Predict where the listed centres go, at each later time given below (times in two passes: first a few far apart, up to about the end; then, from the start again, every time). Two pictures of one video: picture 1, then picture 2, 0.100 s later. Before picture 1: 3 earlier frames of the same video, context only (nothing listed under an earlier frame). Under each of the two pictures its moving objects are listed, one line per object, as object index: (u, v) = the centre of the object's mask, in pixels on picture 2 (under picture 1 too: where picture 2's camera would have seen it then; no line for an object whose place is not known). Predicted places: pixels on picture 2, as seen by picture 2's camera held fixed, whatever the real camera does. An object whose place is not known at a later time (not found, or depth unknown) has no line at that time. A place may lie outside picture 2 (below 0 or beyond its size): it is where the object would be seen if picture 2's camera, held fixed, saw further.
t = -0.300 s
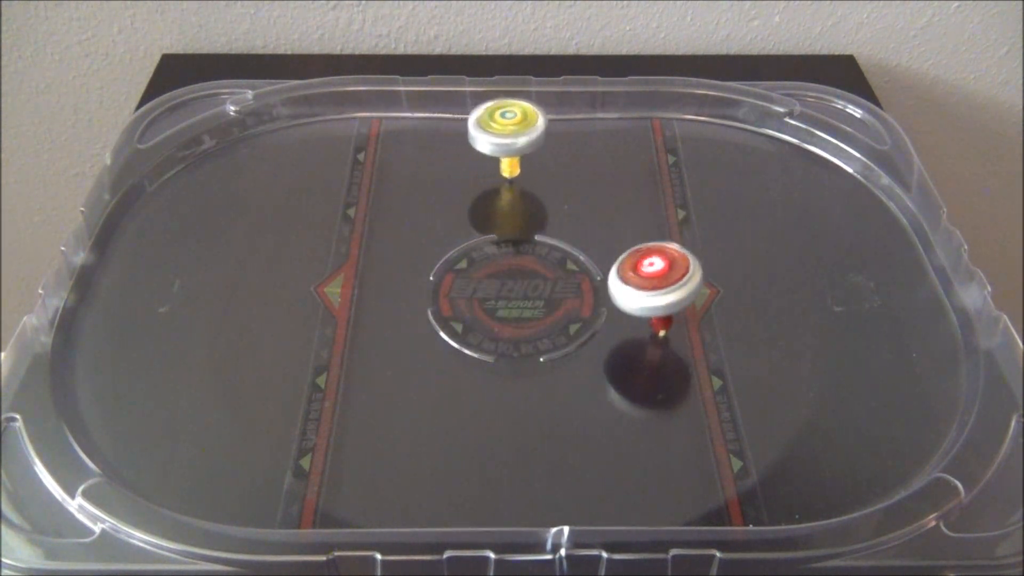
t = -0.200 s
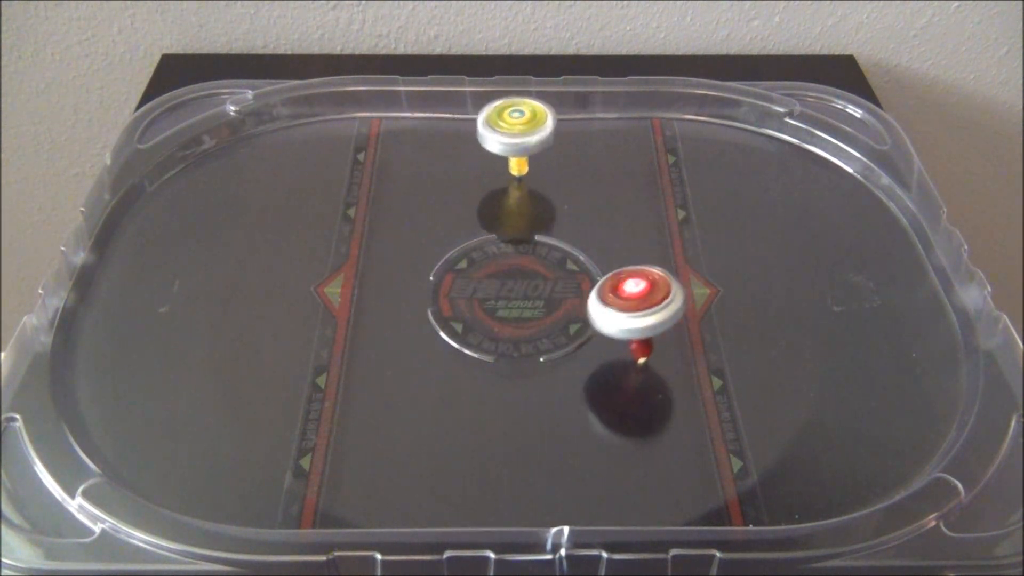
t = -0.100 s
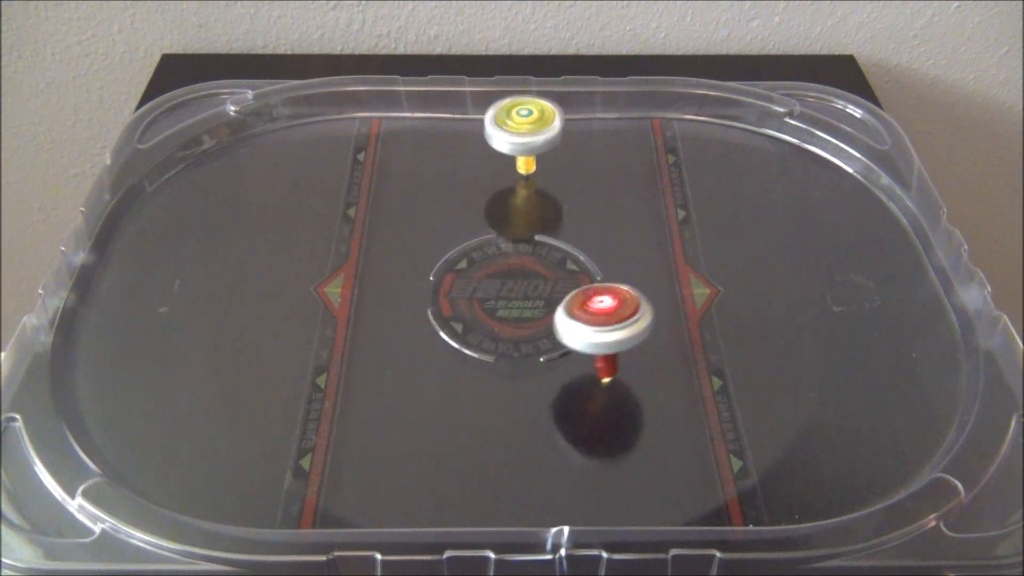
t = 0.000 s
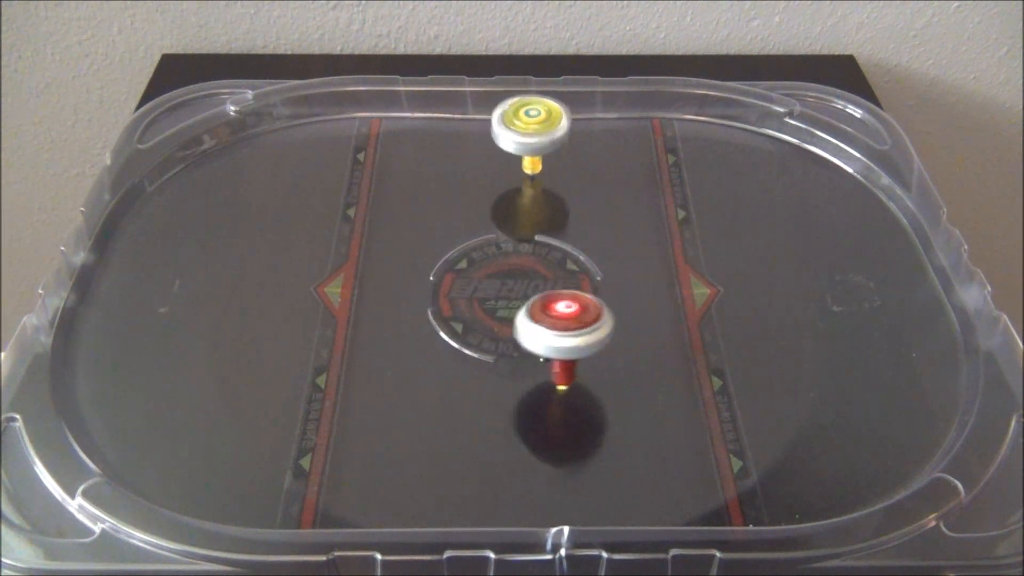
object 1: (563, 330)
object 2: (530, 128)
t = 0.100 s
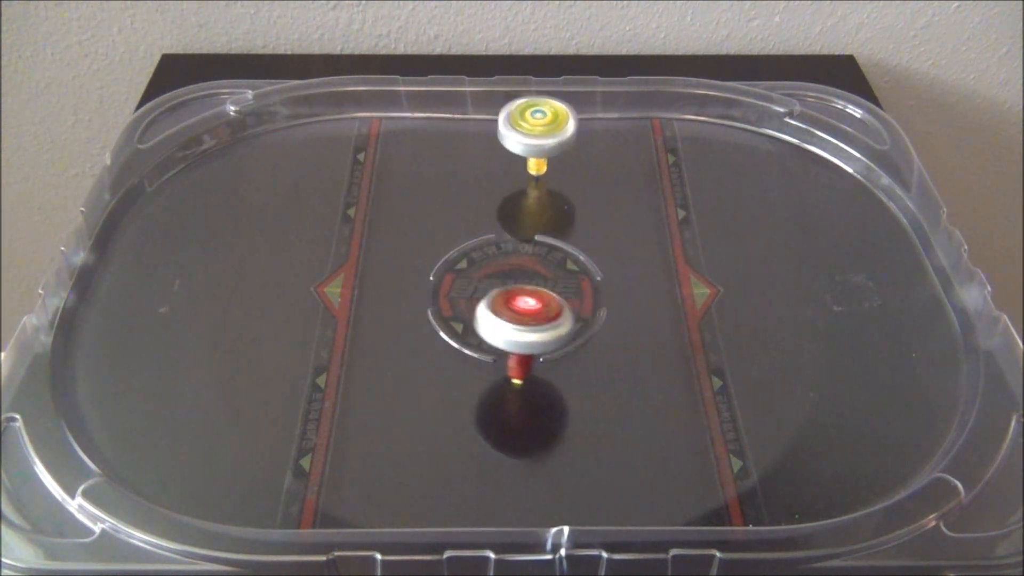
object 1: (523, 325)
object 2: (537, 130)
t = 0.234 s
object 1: (481, 303)
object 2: (544, 133)
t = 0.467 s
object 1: (430, 283)
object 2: (561, 144)
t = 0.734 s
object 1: (476, 258)
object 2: (587, 154)
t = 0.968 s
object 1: (562, 255)
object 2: (610, 159)
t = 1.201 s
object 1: (637, 256)
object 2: (626, 162)
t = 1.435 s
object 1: (674, 260)
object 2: (635, 171)
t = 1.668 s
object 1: (659, 268)
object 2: (643, 185)
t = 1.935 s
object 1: (602, 286)
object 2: (658, 203)
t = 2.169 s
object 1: (605, 298)
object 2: (676, 217)
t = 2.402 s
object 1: (612, 283)
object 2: (702, 218)
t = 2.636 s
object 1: (561, 313)
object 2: (713, 205)
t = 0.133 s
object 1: (511, 321)
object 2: (539, 130)
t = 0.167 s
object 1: (500, 316)
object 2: (540, 131)
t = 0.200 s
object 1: (490, 309)
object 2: (542, 132)
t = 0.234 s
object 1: (481, 303)
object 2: (544, 133)
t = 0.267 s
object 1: (472, 300)
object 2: (546, 135)
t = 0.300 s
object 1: (463, 297)
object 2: (548, 136)
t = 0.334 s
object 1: (455, 294)
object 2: (551, 137)
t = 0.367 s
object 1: (447, 292)
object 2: (553, 139)
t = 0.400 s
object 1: (440, 288)
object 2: (556, 140)
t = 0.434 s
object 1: (434, 284)
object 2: (559, 142)
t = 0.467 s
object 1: (430, 283)
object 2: (561, 144)
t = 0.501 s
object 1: (426, 279)
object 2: (564, 145)
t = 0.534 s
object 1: (423, 272)
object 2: (567, 147)
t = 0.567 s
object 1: (424, 266)
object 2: (570, 148)
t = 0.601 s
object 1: (430, 261)
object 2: (573, 149)
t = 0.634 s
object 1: (441, 261)
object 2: (577, 151)
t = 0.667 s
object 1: (453, 261)
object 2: (580, 152)
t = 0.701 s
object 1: (464, 260)
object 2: (584, 153)
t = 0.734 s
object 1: (476, 258)
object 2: (587, 154)
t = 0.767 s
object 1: (489, 258)
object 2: (590, 155)
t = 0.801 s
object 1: (501, 256)
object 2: (594, 156)
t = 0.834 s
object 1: (513, 255)
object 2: (598, 157)
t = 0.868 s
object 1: (525, 254)
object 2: (600, 157)
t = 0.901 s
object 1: (538, 254)
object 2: (604, 158)
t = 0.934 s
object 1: (550, 255)
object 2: (607, 158)
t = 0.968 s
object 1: (562, 255)
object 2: (610, 159)
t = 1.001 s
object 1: (574, 257)
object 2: (613, 159)
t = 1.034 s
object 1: (586, 258)
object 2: (615, 160)
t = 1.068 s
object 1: (598, 258)
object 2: (618, 160)
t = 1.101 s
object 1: (608, 255)
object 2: (621, 161)
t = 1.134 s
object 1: (618, 256)
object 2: (623, 161)
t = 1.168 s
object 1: (629, 257)
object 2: (624, 162)
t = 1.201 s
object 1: (637, 256)
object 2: (626, 162)
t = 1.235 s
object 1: (645, 256)
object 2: (628, 163)
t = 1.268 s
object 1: (652, 256)
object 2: (630, 164)
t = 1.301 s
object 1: (658, 257)
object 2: (631, 165)
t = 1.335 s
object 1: (664, 258)
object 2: (632, 166)
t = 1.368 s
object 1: (668, 259)
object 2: (634, 168)
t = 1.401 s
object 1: (671, 259)
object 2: (634, 169)
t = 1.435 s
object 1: (674, 260)
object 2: (635, 171)
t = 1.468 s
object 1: (675, 261)
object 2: (636, 172)
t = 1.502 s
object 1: (675, 262)
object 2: (636, 174)
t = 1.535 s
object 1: (674, 263)
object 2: (638, 176)
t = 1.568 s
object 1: (672, 264)
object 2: (639, 178)
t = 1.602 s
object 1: (668, 265)
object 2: (640, 180)
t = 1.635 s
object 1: (664, 266)
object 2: (641, 183)
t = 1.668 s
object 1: (659, 268)
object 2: (643, 185)
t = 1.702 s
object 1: (653, 270)
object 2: (644, 187)
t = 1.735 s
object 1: (646, 271)
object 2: (645, 189)
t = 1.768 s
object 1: (639, 273)
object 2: (647, 191)
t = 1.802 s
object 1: (631, 274)
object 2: (649, 193)
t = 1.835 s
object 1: (621, 280)
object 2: (651, 196)
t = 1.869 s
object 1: (611, 279)
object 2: (653, 199)
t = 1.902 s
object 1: (602, 279)
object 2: (655, 201)
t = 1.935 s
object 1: (602, 286)
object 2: (658, 203)
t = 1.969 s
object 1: (605, 290)
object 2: (660, 205)
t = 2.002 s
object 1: (604, 291)
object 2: (662, 208)
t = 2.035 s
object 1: (600, 291)
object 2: (665, 209)
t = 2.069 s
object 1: (599, 294)
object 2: (668, 211)
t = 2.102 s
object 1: (603, 299)
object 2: (670, 213)
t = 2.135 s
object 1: (606, 300)
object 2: (673, 215)
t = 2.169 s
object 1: (605, 298)
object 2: (676, 217)
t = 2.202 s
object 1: (604, 294)
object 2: (678, 219)
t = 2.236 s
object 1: (605, 288)
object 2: (680, 220)
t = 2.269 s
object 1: (607, 282)
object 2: (682, 222)
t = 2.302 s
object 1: (613, 280)
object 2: (684, 223)
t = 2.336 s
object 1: (622, 277)
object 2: (686, 224)
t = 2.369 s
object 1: (625, 275)
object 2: (689, 225)
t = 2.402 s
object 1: (612, 283)
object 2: (702, 218)
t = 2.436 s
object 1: (601, 291)
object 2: (712, 212)
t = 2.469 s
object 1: (594, 297)
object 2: (717, 208)
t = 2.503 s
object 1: (587, 300)
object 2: (716, 206)
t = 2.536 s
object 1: (581, 303)
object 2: (713, 205)
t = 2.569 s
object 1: (575, 305)
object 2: (712, 205)
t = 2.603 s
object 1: (567, 308)
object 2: (712, 205)
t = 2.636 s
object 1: (561, 313)
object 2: (713, 205)
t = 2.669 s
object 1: (555, 316)
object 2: (713, 204)
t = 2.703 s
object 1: (549, 316)
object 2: (711, 204)
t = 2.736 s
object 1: (542, 317)
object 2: (707, 204)
